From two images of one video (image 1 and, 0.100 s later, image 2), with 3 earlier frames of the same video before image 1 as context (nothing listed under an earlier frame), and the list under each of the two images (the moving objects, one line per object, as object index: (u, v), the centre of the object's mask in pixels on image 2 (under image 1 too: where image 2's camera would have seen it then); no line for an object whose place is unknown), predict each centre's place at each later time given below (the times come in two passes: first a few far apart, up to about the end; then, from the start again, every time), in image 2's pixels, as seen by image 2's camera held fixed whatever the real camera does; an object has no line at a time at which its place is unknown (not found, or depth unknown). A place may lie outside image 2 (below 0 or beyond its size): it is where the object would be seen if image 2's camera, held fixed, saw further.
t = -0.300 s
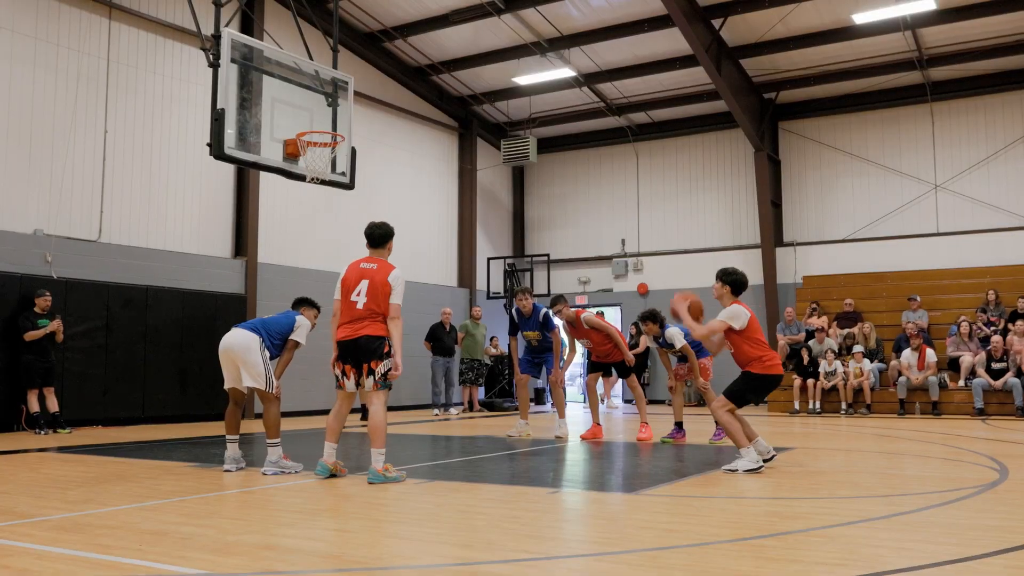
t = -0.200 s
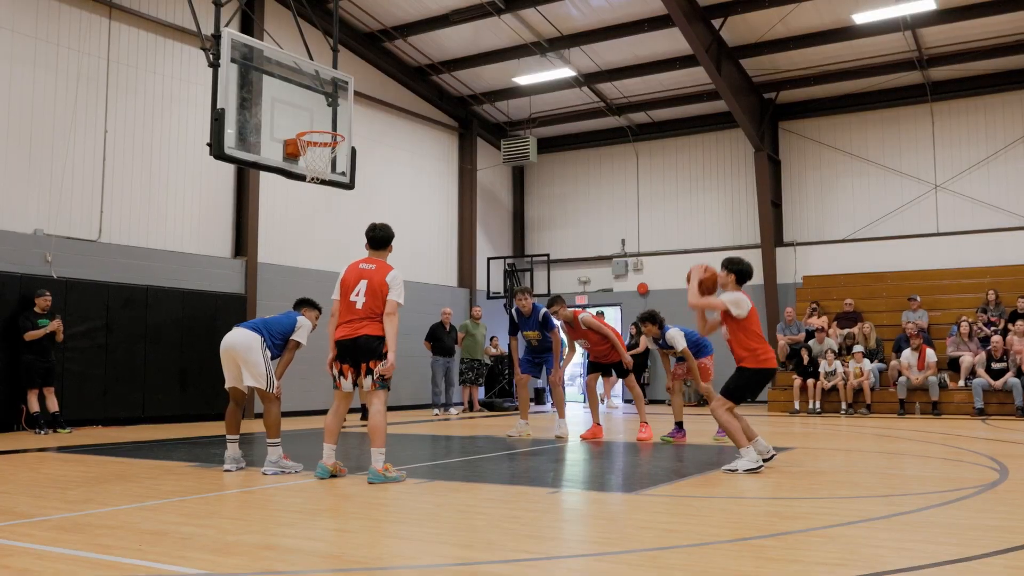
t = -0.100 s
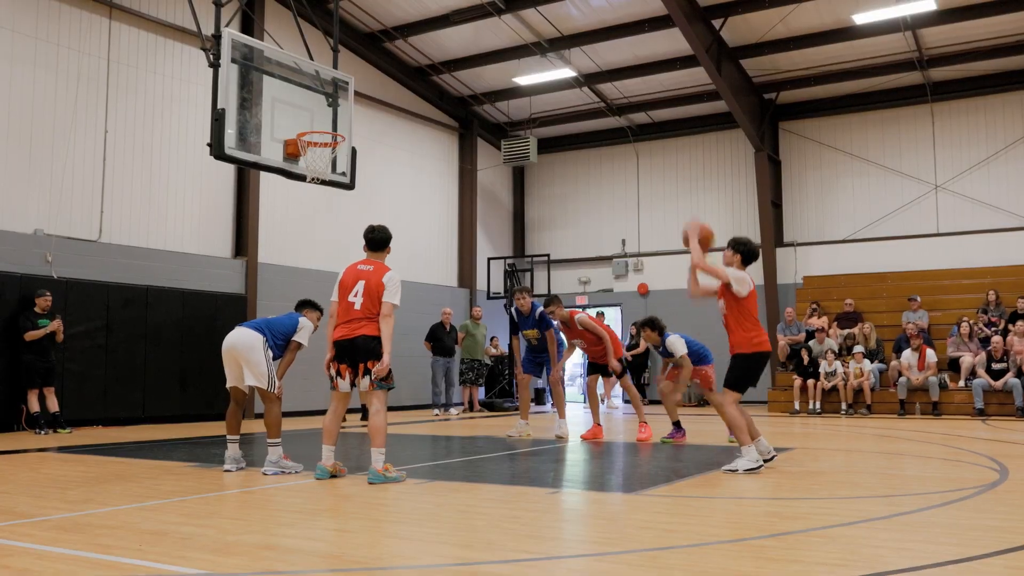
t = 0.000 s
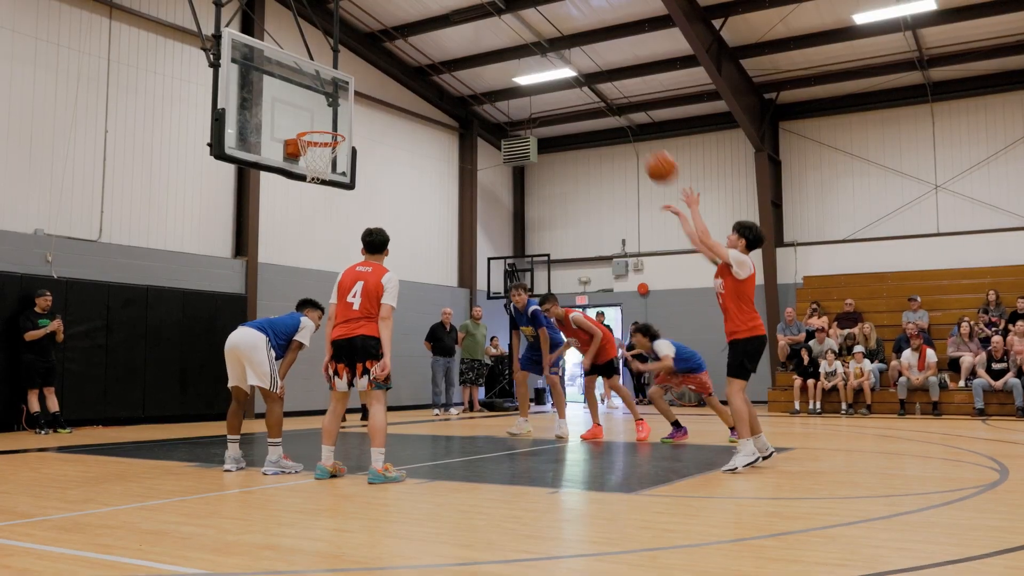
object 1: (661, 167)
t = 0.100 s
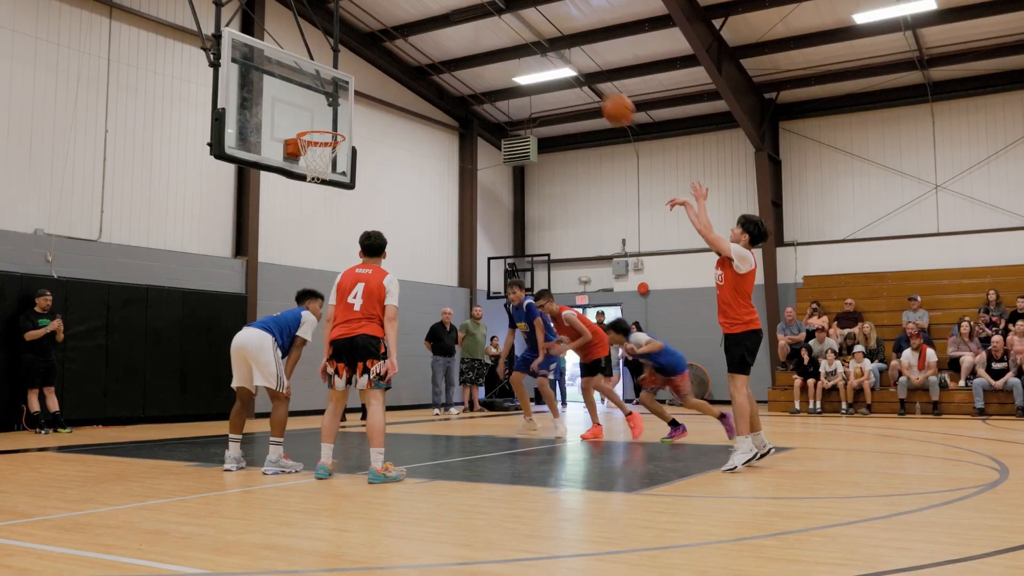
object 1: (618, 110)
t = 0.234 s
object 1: (564, 54)
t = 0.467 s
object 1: (480, 15)
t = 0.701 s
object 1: (408, 34)
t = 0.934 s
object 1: (342, 103)
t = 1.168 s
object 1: (304, 181)
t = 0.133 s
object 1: (604, 93)
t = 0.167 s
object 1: (591, 80)
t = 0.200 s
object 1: (577, 68)
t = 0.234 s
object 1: (564, 54)
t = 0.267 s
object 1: (551, 46)
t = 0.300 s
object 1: (539, 39)
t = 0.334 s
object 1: (527, 31)
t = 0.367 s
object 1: (515, 25)
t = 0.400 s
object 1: (503, 20)
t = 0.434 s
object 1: (491, 16)
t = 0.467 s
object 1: (480, 15)
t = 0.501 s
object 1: (470, 15)
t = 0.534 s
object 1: (459, 15)
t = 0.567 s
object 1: (448, 17)
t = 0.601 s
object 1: (438, 19)
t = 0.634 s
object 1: (428, 23)
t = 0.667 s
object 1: (418, 28)
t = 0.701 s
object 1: (408, 34)
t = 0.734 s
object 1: (397, 41)
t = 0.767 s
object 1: (389, 49)
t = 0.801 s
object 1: (380, 57)
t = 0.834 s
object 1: (371, 67)
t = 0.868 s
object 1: (361, 78)
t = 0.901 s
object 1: (351, 90)
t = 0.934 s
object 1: (342, 103)
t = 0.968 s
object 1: (334, 115)
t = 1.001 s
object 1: (325, 126)
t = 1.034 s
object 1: (316, 145)
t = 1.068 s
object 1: (311, 161)
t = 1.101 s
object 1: (304, 168)
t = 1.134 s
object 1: (303, 173)
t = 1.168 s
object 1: (304, 181)
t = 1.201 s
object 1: (306, 190)
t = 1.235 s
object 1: (307, 201)
